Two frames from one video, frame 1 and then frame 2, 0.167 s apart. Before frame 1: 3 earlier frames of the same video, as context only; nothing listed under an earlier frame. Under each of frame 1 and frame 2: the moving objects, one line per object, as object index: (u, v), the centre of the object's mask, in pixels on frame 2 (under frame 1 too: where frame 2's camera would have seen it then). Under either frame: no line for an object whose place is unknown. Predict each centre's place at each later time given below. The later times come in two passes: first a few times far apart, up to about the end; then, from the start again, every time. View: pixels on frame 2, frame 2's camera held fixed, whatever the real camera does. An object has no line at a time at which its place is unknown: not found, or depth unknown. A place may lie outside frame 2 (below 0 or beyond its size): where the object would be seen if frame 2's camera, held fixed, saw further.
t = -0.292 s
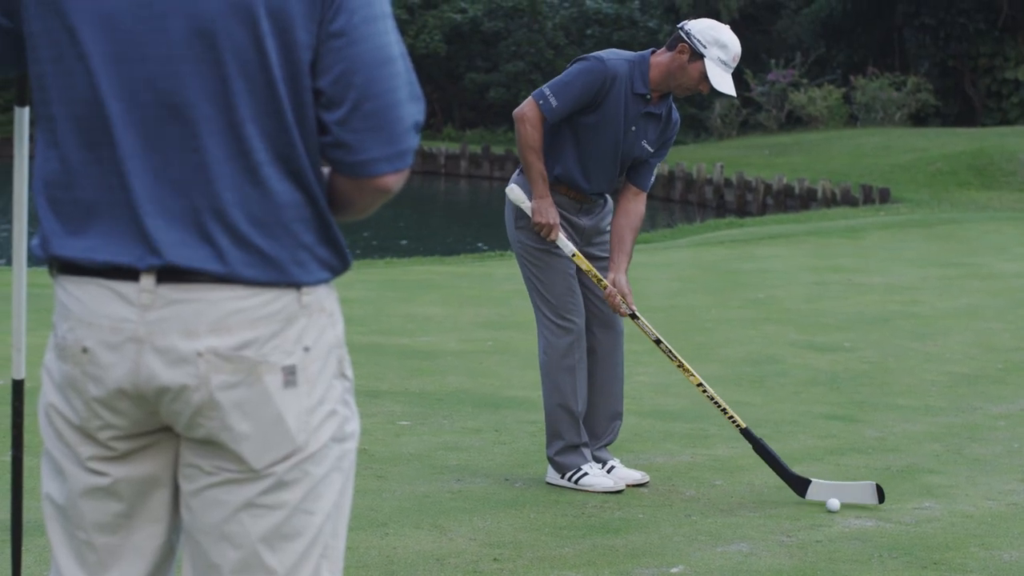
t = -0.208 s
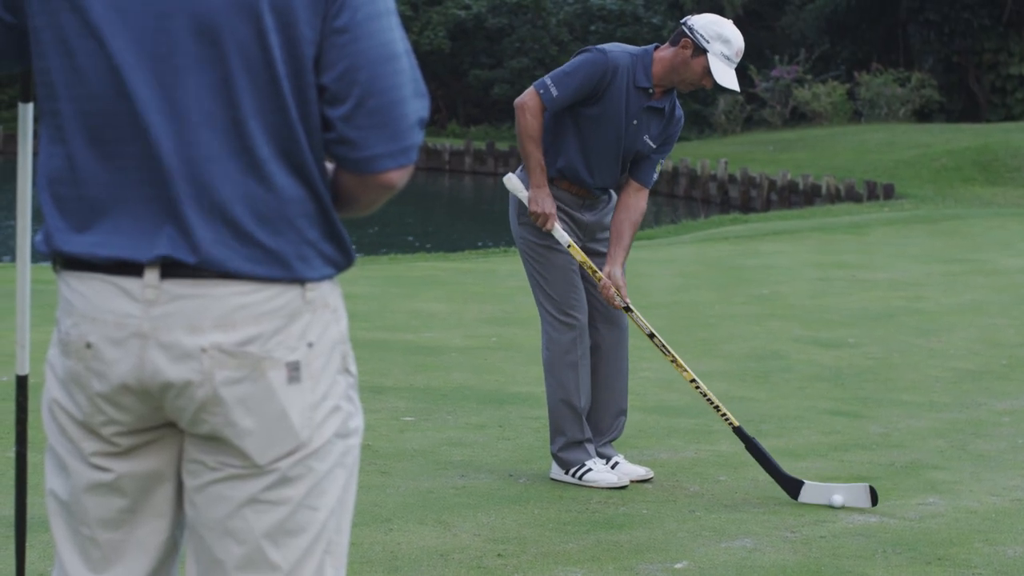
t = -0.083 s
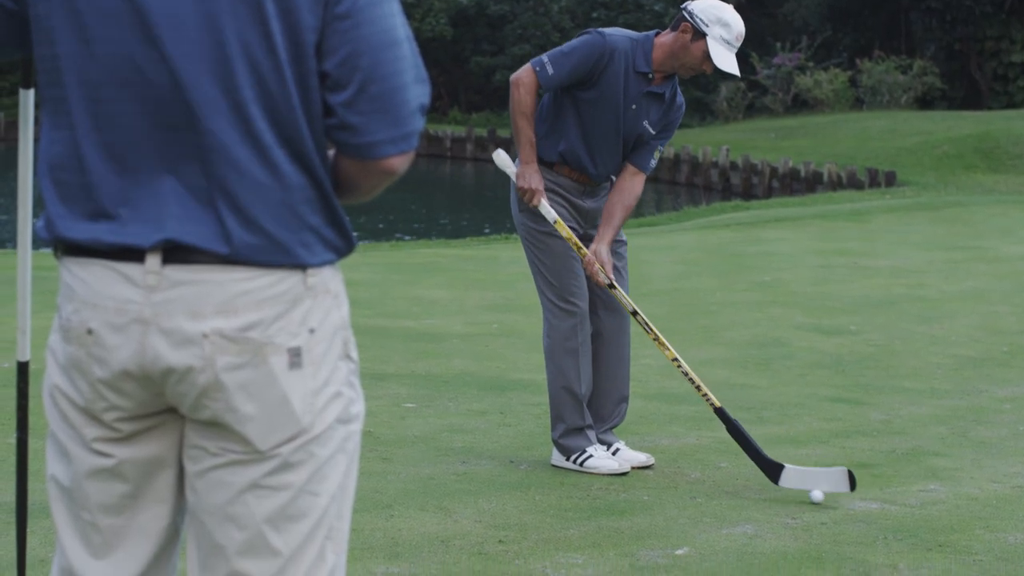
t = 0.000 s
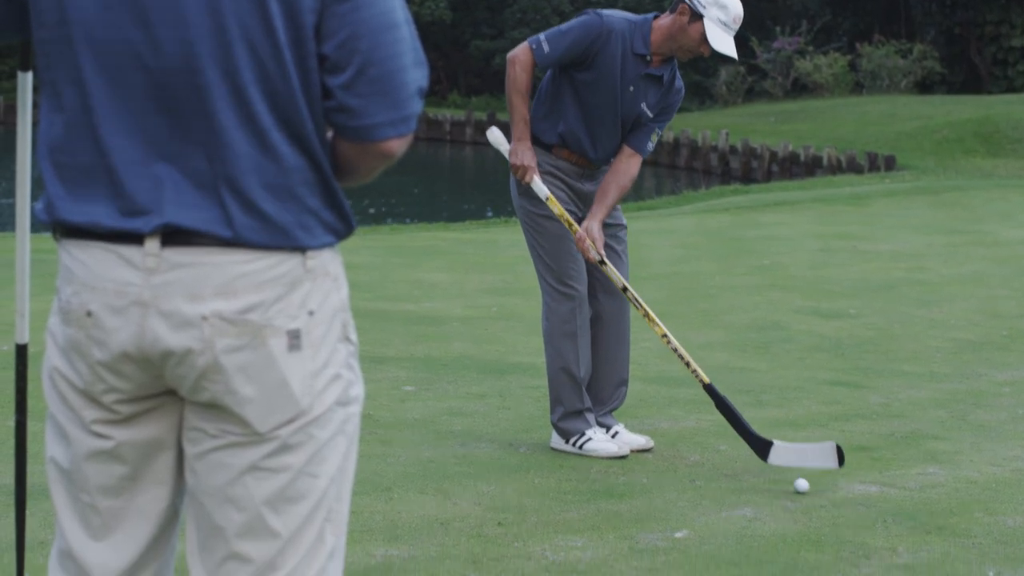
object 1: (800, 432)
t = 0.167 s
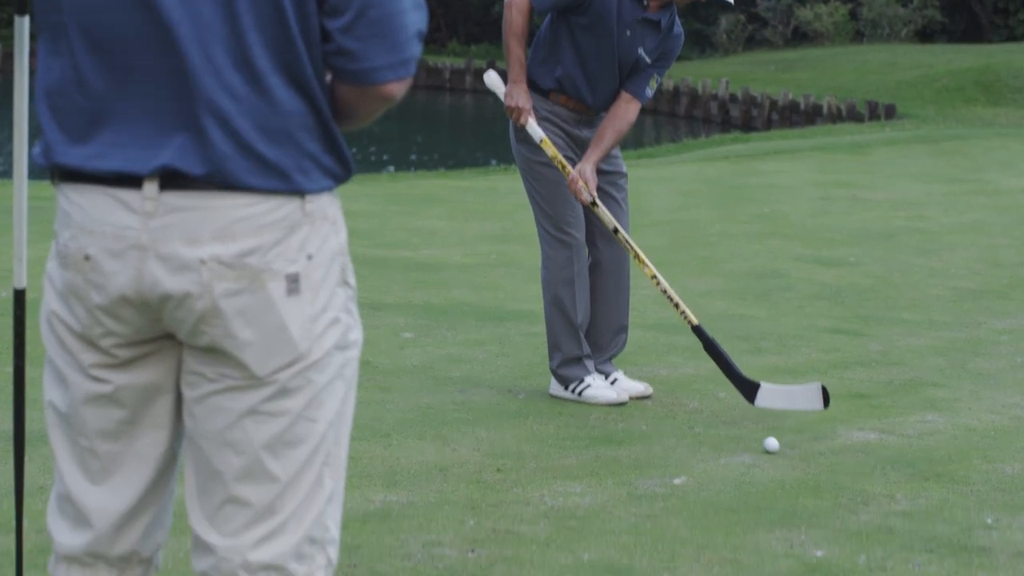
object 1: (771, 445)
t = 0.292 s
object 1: (748, 455)
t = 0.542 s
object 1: (706, 474)
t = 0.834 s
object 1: (661, 497)
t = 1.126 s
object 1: (622, 520)
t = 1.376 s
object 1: (595, 539)
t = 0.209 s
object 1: (763, 448)
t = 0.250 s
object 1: (756, 451)
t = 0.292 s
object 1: (748, 455)
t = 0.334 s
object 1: (741, 458)
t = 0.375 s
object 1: (734, 461)
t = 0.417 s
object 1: (727, 464)
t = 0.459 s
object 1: (720, 467)
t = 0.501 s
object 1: (713, 471)
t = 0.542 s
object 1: (706, 474)
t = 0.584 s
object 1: (700, 477)
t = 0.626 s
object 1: (693, 481)
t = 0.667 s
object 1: (686, 484)
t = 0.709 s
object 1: (680, 487)
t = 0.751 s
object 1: (674, 490)
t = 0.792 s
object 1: (667, 494)
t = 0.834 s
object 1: (661, 497)
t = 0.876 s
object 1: (655, 501)
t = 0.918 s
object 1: (649, 504)
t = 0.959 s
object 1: (643, 507)
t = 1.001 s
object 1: (637, 511)
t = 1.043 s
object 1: (632, 514)
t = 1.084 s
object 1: (627, 517)
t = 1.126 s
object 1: (622, 520)
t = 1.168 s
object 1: (617, 523)
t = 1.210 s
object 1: (612, 527)
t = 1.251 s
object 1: (607, 530)
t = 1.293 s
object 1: (603, 533)
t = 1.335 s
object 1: (599, 536)
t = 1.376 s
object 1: (595, 539)
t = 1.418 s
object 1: (591, 542)
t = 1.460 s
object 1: (588, 546)
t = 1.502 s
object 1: (585, 549)
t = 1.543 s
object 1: (581, 552)
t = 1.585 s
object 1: (579, 555)
